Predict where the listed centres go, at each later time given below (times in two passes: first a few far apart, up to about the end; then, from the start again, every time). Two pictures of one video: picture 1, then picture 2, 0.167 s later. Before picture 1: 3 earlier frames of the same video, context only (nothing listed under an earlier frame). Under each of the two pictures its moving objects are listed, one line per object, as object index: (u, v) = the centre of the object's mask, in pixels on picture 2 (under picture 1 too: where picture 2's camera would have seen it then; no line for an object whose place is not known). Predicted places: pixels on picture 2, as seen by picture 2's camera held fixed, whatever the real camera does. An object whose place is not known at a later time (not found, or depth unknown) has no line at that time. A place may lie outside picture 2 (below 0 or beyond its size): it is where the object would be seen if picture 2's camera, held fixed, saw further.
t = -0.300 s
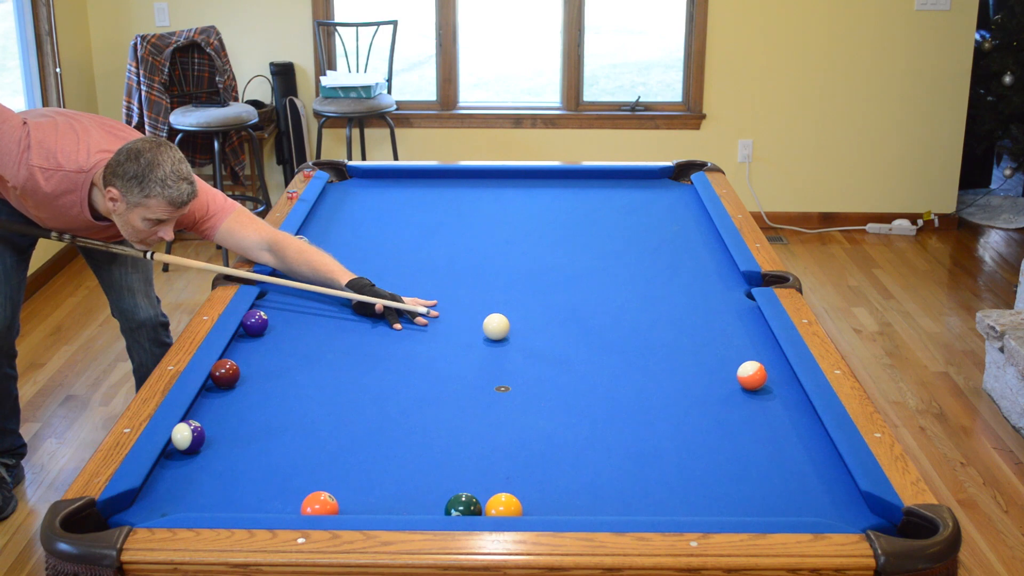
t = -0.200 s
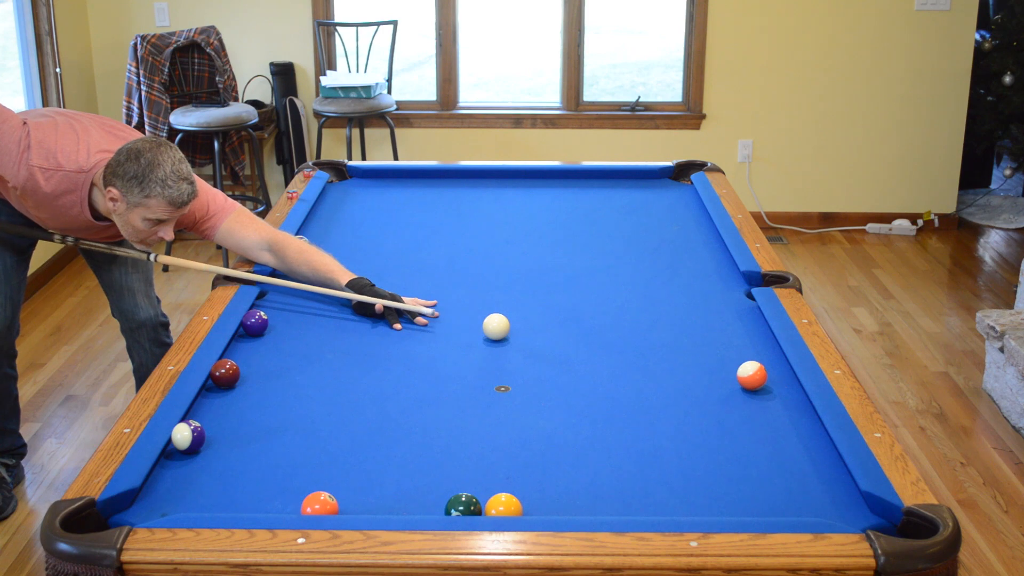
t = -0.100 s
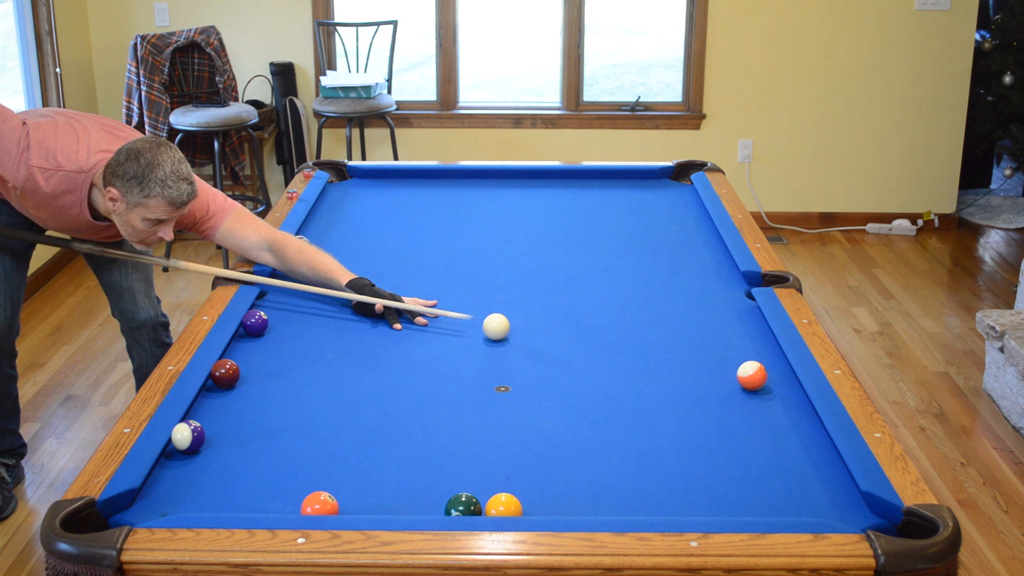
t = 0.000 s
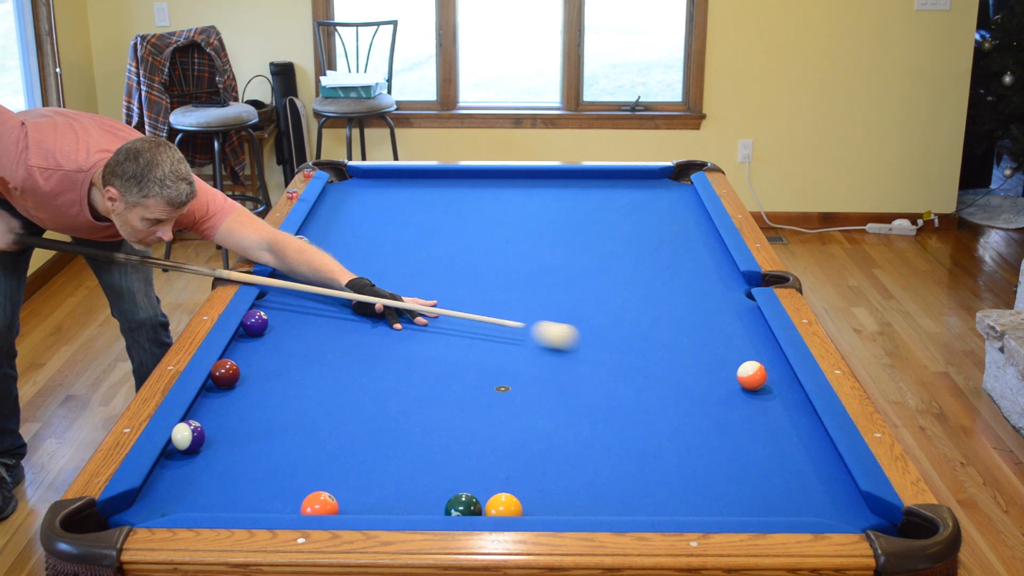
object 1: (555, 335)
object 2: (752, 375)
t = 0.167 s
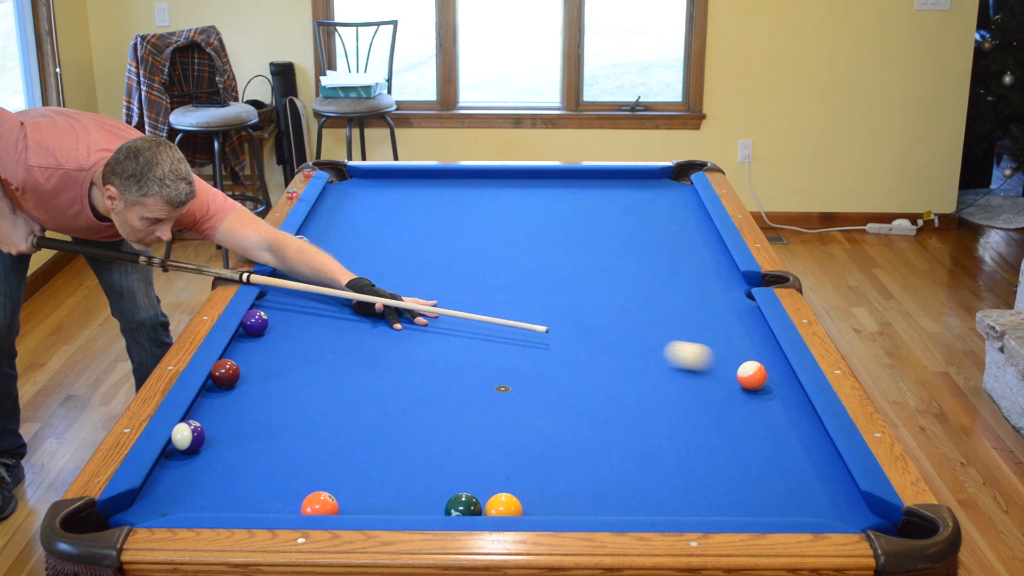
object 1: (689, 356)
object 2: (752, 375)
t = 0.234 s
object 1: (738, 359)
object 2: (752, 376)
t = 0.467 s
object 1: (690, 355)
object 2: (785, 405)
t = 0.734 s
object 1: (596, 347)
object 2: (810, 437)
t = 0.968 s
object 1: (519, 341)
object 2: (812, 463)
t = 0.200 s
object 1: (715, 359)
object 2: (752, 375)
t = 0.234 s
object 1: (738, 359)
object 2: (752, 376)
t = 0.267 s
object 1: (766, 360)
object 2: (757, 381)
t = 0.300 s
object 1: (769, 360)
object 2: (762, 385)
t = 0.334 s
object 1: (750, 360)
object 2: (767, 389)
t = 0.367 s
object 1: (733, 358)
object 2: (772, 393)
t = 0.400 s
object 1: (718, 357)
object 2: (776, 398)
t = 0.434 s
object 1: (703, 356)
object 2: (780, 401)
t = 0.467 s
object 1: (690, 355)
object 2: (785, 405)
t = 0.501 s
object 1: (678, 354)
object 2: (789, 409)
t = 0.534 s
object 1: (666, 353)
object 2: (794, 413)
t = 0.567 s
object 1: (654, 352)
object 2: (798, 417)
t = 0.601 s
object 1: (642, 351)
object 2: (803, 421)
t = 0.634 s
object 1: (630, 350)
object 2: (807, 425)
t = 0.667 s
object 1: (619, 349)
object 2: (809, 429)
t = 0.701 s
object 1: (607, 348)
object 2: (809, 433)
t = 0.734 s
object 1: (596, 347)
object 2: (810, 437)
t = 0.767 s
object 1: (584, 346)
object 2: (810, 440)
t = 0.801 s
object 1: (573, 345)
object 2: (810, 444)
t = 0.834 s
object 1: (562, 344)
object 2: (811, 447)
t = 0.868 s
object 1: (551, 343)
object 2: (811, 451)
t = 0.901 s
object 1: (540, 343)
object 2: (812, 455)
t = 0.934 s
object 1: (529, 342)
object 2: (812, 459)
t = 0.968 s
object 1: (519, 341)
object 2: (812, 463)
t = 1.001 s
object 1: (508, 340)
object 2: (812, 466)
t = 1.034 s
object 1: (498, 339)
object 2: (813, 470)
